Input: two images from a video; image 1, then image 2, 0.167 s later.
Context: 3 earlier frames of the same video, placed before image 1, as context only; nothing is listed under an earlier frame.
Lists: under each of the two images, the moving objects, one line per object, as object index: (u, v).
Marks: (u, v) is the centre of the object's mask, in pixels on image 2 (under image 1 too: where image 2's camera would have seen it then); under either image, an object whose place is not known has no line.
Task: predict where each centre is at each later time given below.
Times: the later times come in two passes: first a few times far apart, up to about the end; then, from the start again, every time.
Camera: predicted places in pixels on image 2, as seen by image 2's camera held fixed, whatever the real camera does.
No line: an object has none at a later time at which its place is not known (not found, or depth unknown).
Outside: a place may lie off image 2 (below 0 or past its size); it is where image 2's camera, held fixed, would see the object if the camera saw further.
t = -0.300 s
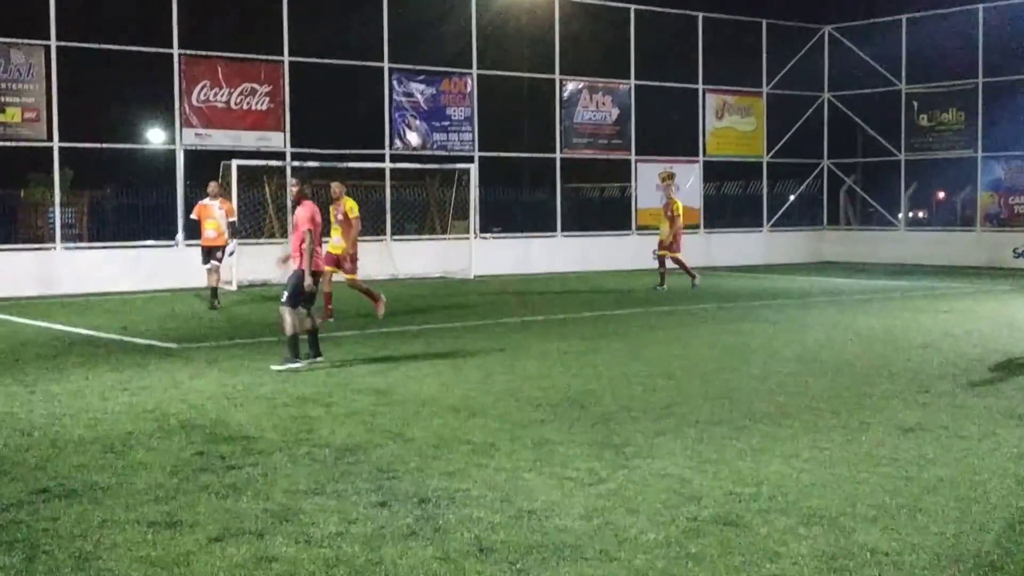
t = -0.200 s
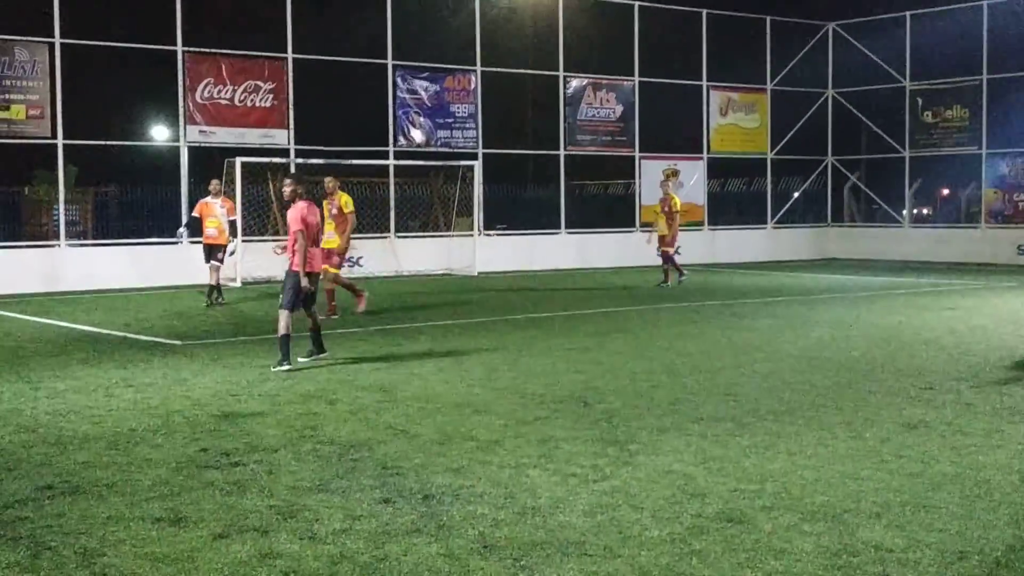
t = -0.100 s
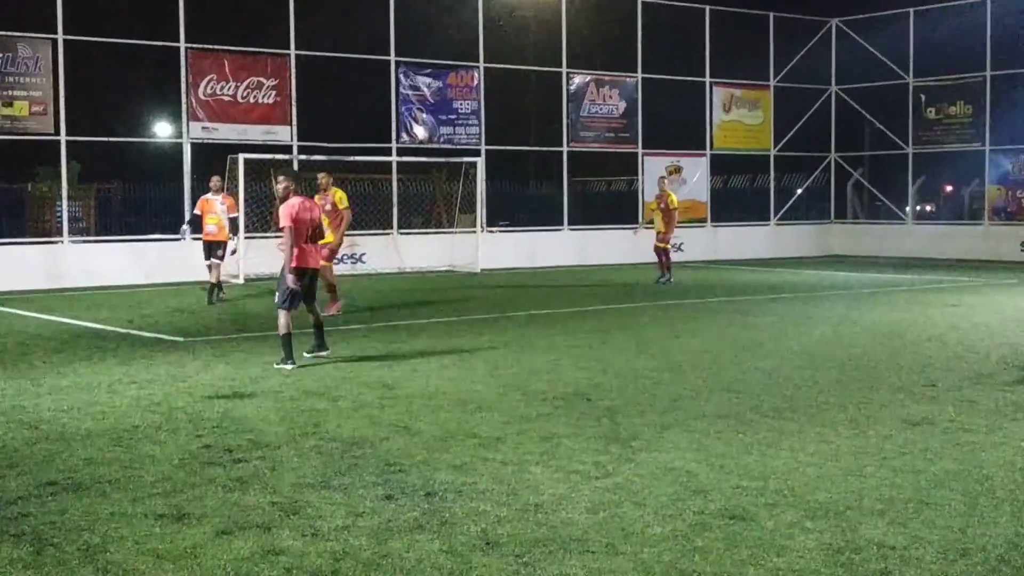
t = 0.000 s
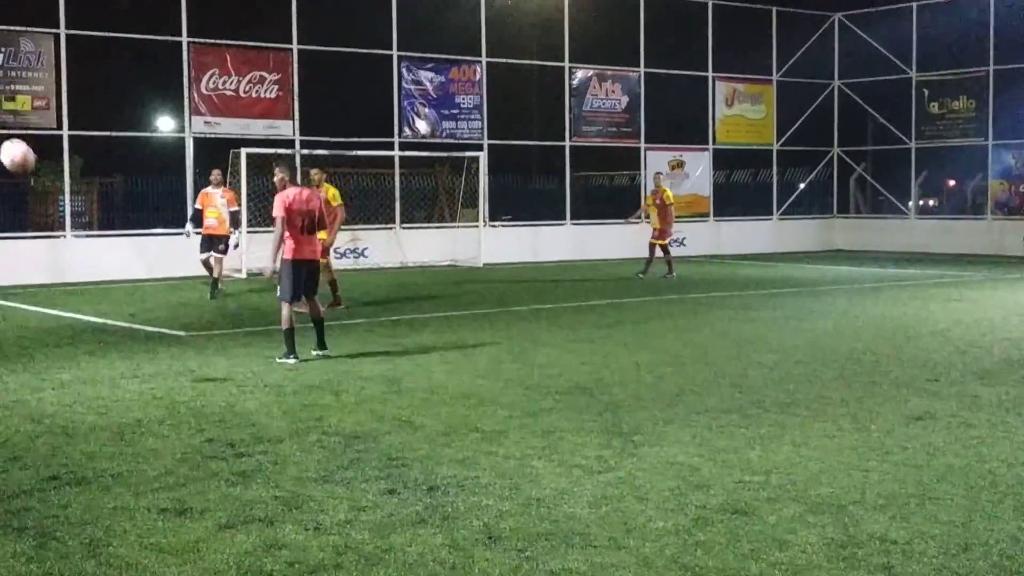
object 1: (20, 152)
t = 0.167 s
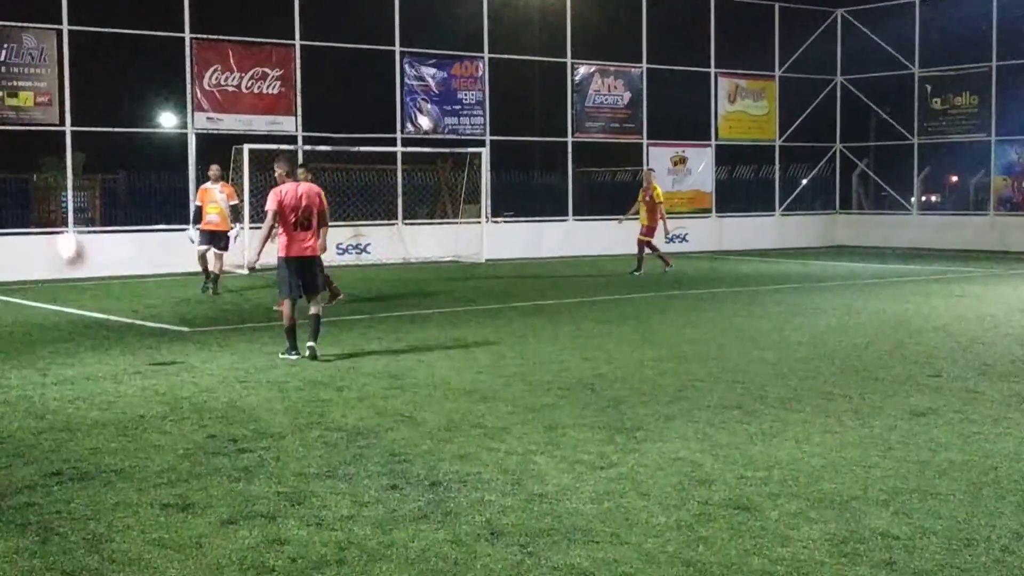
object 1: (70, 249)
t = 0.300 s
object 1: (106, 336)
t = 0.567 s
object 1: (122, 252)
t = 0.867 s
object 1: (138, 231)
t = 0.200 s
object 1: (79, 270)
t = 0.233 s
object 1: (89, 292)
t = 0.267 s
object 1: (98, 315)
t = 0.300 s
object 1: (106, 336)
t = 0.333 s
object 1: (112, 337)
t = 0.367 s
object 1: (113, 321)
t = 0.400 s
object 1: (115, 306)
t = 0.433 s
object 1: (116, 292)
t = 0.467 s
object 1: (117, 281)
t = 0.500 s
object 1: (119, 270)
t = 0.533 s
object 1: (121, 259)
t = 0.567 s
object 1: (122, 252)
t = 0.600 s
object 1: (124, 244)
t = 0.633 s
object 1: (126, 238)
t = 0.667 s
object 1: (128, 234)
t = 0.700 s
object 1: (129, 230)
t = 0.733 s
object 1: (131, 228)
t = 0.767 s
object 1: (133, 227)
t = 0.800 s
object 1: (134, 227)
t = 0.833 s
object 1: (136, 229)
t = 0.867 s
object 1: (138, 231)
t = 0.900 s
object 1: (139, 235)
